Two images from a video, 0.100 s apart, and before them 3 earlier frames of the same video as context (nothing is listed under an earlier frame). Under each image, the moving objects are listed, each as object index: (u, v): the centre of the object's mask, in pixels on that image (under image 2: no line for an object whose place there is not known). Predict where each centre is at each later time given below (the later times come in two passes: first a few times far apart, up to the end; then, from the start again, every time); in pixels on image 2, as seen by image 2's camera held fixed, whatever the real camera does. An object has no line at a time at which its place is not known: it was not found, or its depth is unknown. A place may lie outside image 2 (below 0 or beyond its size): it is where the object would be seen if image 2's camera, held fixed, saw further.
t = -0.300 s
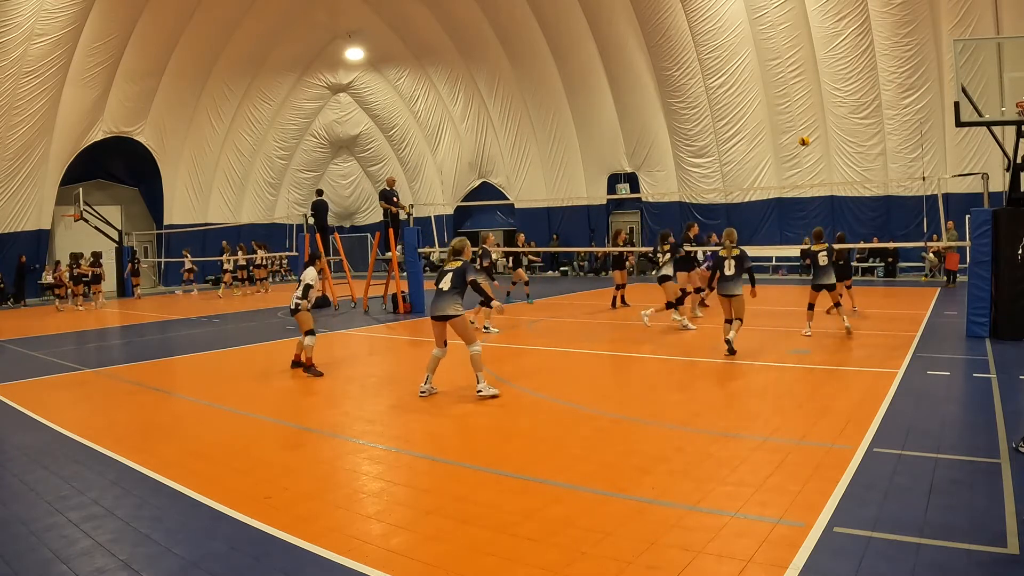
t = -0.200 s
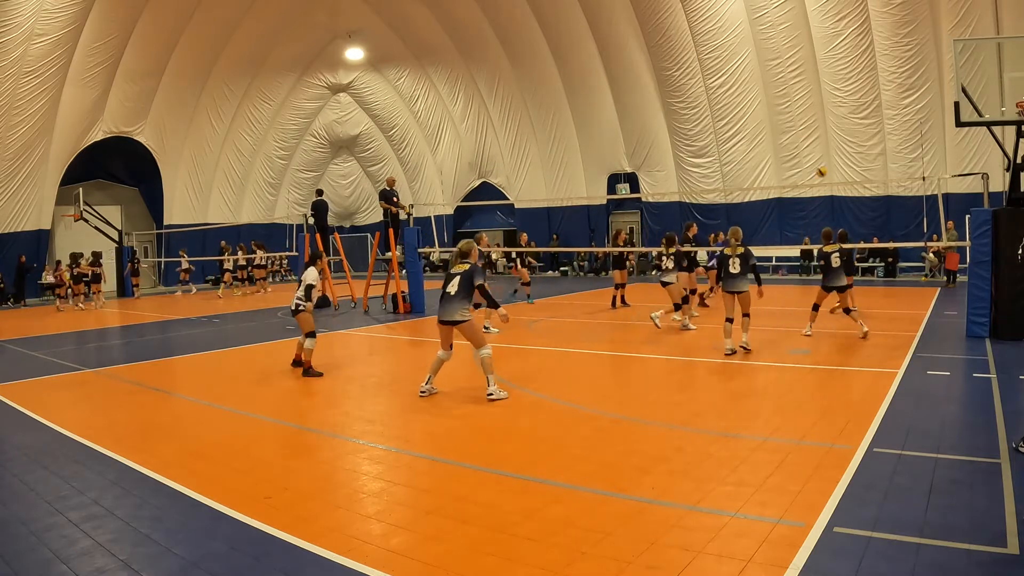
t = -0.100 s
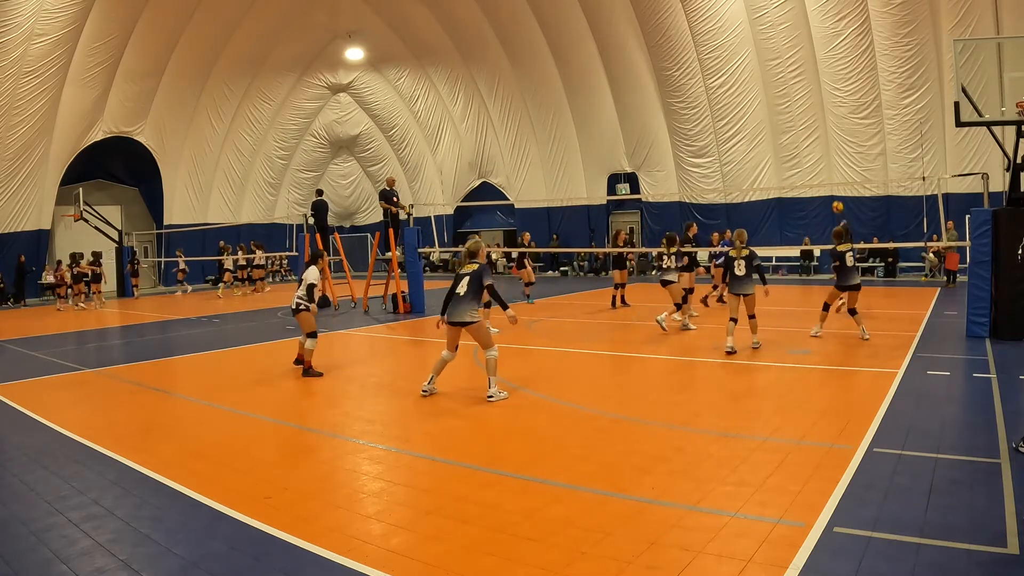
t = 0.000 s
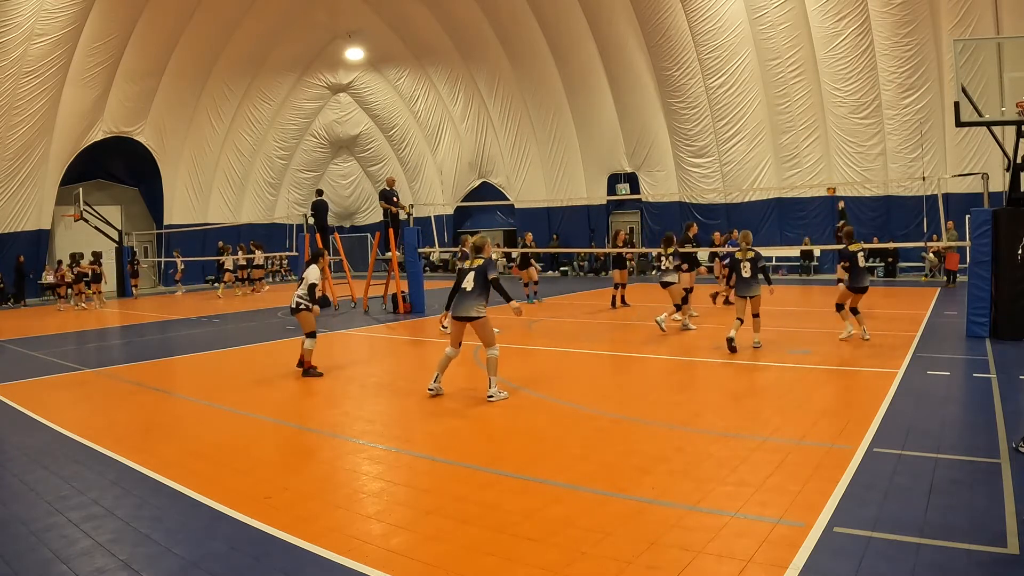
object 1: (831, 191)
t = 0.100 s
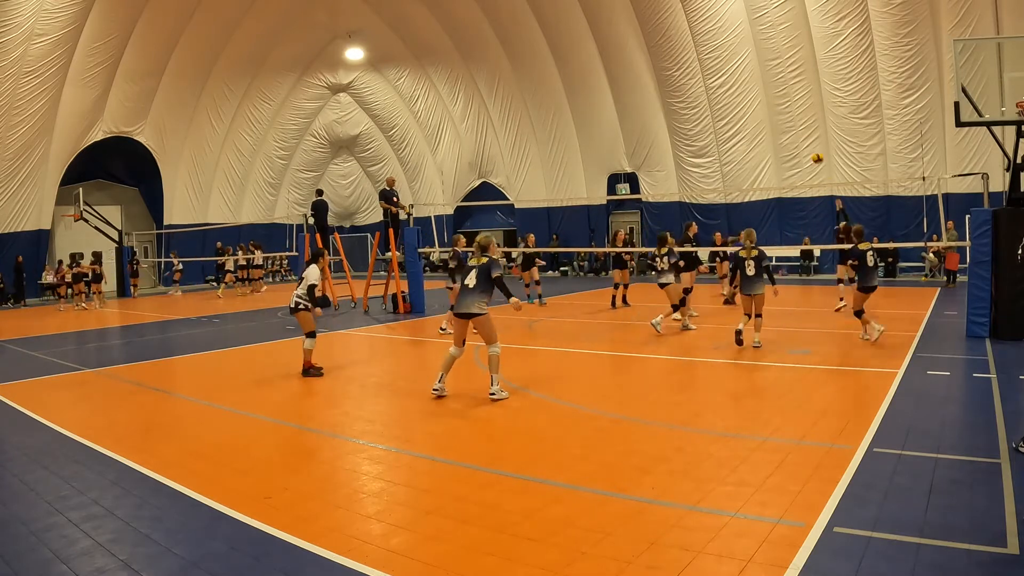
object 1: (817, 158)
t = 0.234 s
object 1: (797, 121)
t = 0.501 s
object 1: (751, 74)
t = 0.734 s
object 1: (704, 64)
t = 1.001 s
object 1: (642, 107)
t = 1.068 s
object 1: (624, 129)
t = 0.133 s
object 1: (812, 148)
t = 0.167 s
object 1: (807, 139)
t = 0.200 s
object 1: (802, 130)
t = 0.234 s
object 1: (797, 121)
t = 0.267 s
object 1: (792, 114)
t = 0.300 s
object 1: (787, 107)
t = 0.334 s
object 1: (781, 100)
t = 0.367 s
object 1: (775, 93)
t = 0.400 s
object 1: (769, 87)
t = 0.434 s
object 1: (763, 83)
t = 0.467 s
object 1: (757, 77)
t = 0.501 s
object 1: (751, 74)
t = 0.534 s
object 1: (745, 70)
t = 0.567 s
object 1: (738, 67)
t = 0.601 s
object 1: (732, 65)
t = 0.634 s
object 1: (725, 64)
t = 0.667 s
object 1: (718, 63)
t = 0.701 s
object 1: (711, 64)
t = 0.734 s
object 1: (704, 64)
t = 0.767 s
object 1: (697, 66)
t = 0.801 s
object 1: (690, 69)
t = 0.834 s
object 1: (682, 72)
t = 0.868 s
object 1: (674, 77)
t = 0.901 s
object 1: (666, 83)
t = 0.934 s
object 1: (658, 89)
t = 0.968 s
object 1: (651, 97)
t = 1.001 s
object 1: (642, 107)
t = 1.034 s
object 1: (633, 116)
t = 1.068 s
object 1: (624, 129)
